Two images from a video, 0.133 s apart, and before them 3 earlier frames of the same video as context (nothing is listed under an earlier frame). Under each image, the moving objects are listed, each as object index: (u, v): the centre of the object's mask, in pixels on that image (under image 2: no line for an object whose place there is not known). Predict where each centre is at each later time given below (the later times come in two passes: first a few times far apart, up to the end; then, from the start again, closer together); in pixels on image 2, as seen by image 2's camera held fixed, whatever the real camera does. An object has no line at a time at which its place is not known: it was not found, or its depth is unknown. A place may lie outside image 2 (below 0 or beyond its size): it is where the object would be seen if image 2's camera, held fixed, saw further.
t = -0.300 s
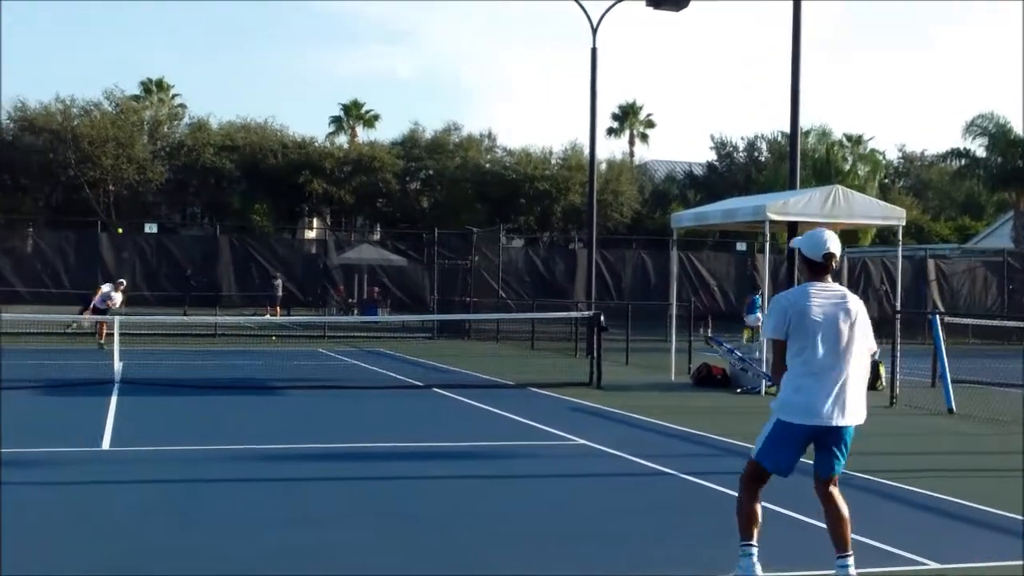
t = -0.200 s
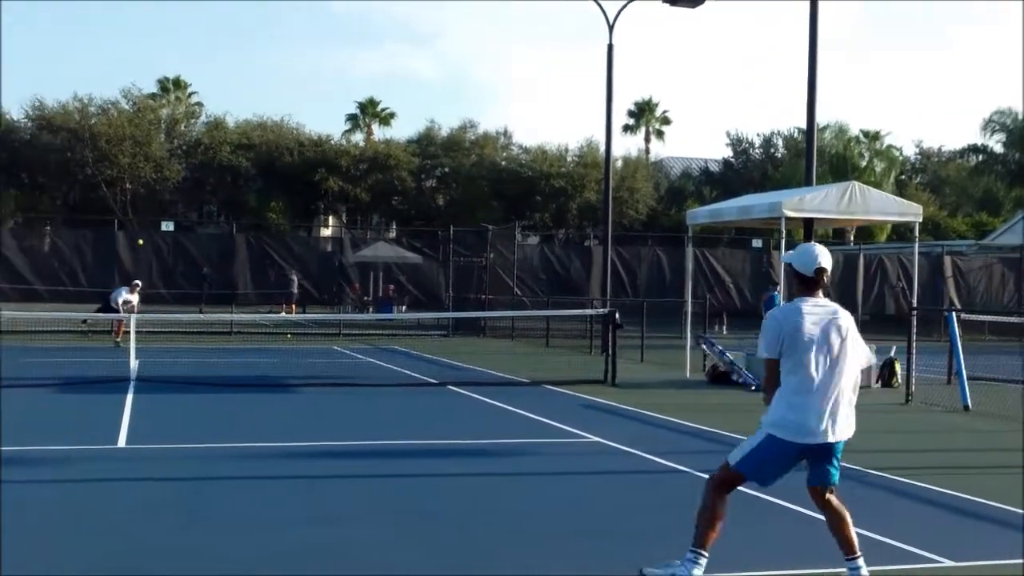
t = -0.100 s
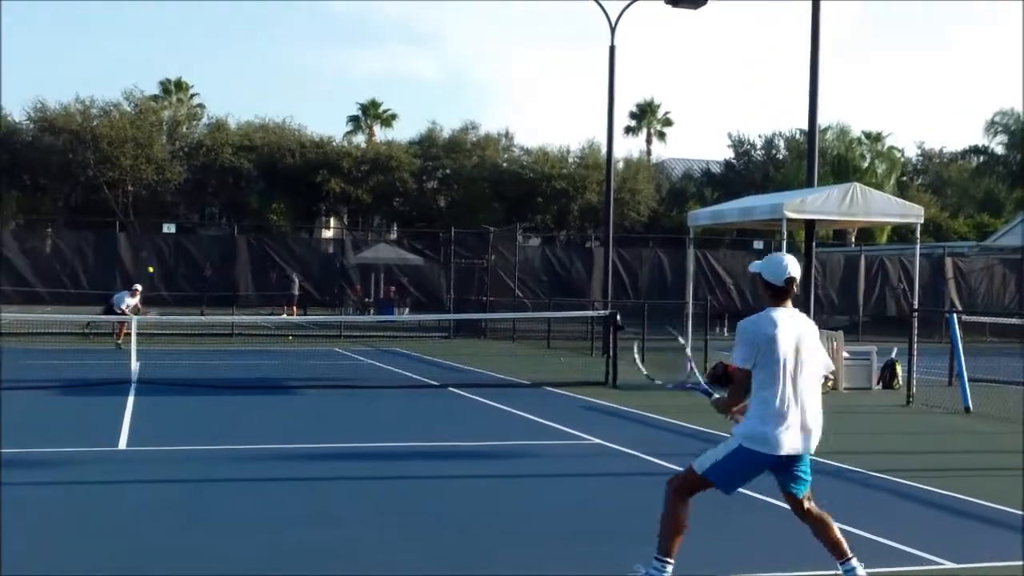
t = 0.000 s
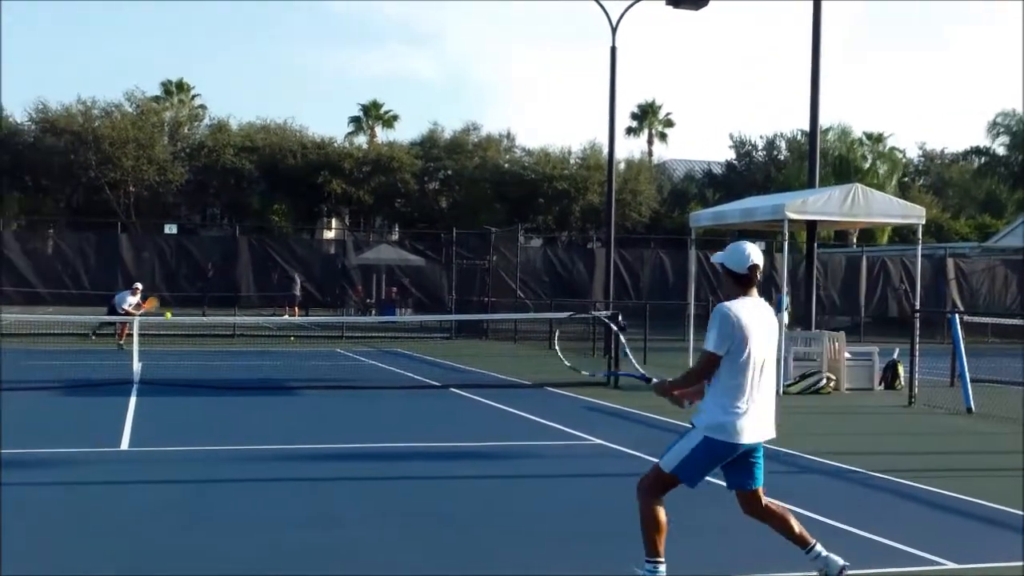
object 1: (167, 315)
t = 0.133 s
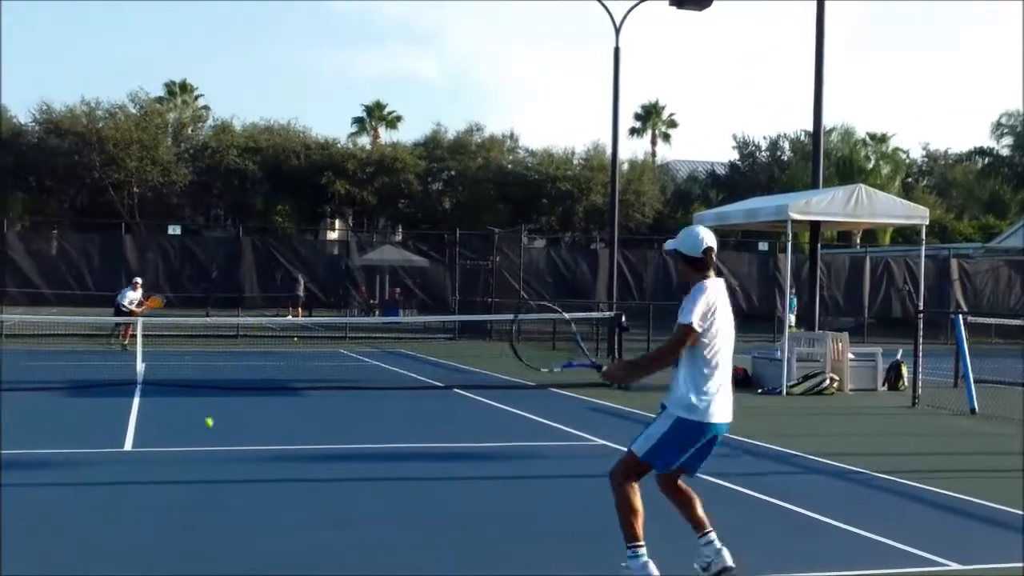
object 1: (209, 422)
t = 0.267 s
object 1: (234, 372)
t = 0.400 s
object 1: (269, 313)
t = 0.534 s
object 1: (327, 268)
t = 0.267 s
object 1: (234, 372)
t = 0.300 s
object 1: (241, 357)
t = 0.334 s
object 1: (250, 341)
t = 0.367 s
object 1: (258, 327)
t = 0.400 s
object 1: (269, 313)
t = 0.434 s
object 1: (281, 300)
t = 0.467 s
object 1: (294, 289)
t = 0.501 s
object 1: (310, 278)
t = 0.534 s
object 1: (327, 268)
